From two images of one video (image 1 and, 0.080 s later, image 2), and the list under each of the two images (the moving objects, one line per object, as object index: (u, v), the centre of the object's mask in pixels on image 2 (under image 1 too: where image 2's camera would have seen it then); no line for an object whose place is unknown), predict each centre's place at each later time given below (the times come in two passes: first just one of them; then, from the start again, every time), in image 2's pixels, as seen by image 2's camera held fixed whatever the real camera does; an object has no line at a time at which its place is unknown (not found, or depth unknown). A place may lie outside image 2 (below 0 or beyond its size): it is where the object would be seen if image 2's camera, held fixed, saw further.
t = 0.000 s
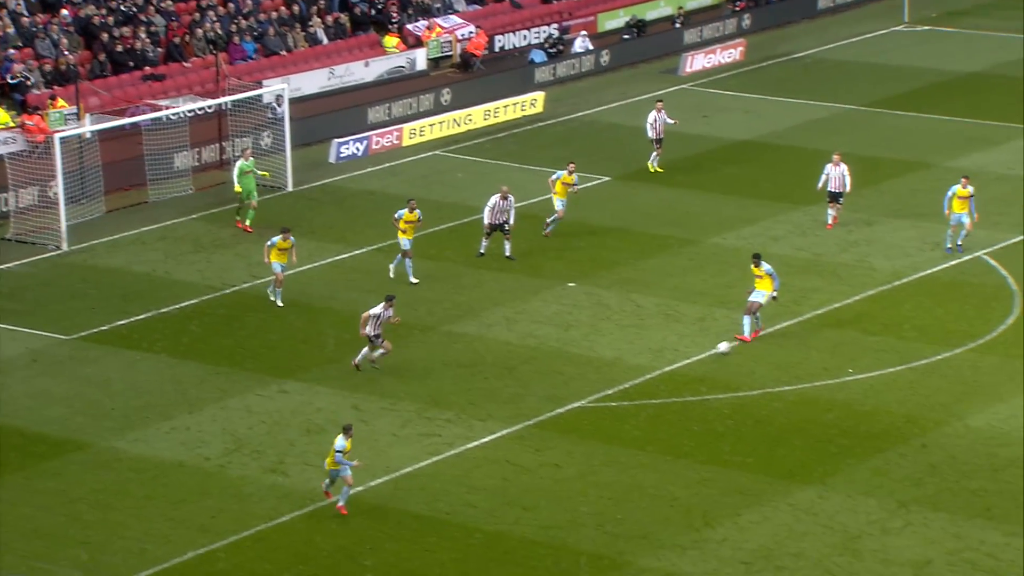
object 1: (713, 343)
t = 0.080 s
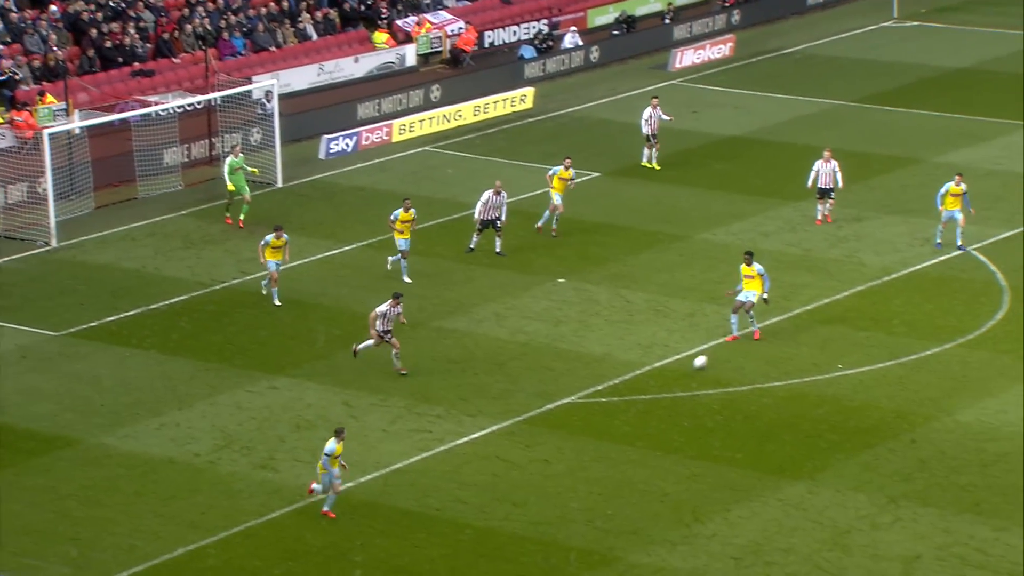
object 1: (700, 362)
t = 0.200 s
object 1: (683, 390)
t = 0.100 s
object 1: (697, 367)
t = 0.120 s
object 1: (694, 372)
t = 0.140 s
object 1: (691, 378)
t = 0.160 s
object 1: (688, 382)
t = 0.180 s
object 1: (686, 386)
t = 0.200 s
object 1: (683, 390)
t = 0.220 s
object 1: (680, 394)
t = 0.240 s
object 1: (677, 399)
